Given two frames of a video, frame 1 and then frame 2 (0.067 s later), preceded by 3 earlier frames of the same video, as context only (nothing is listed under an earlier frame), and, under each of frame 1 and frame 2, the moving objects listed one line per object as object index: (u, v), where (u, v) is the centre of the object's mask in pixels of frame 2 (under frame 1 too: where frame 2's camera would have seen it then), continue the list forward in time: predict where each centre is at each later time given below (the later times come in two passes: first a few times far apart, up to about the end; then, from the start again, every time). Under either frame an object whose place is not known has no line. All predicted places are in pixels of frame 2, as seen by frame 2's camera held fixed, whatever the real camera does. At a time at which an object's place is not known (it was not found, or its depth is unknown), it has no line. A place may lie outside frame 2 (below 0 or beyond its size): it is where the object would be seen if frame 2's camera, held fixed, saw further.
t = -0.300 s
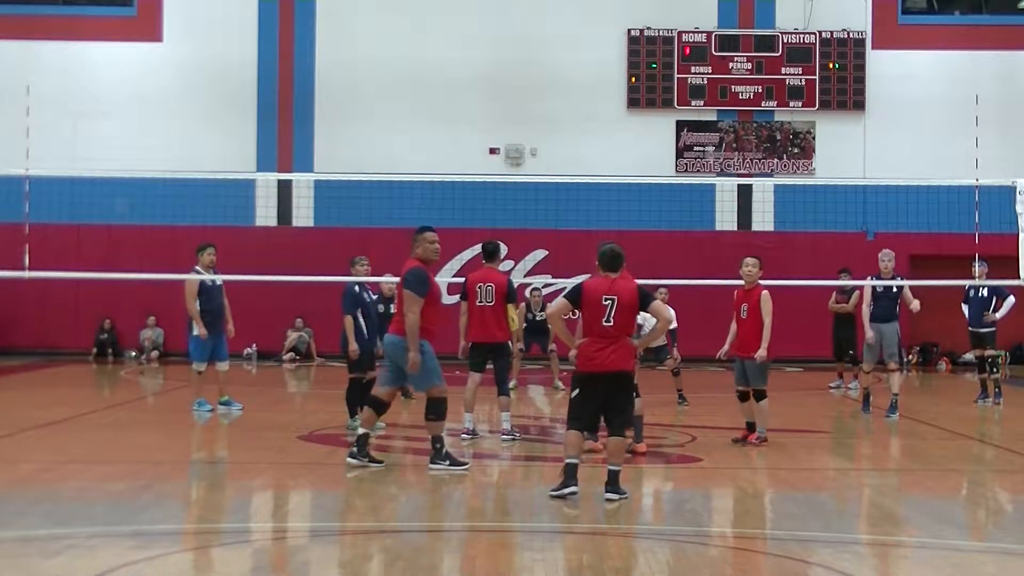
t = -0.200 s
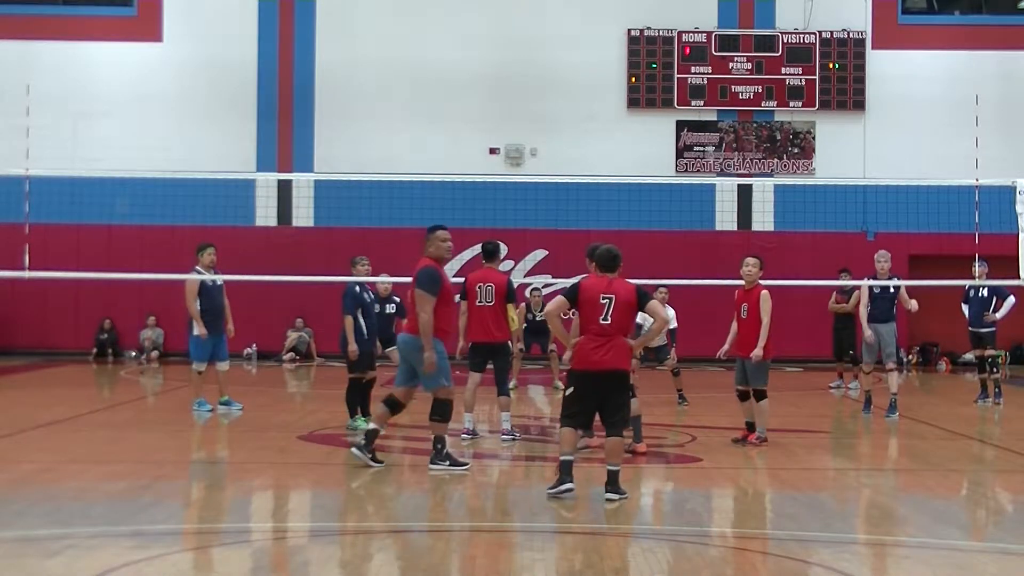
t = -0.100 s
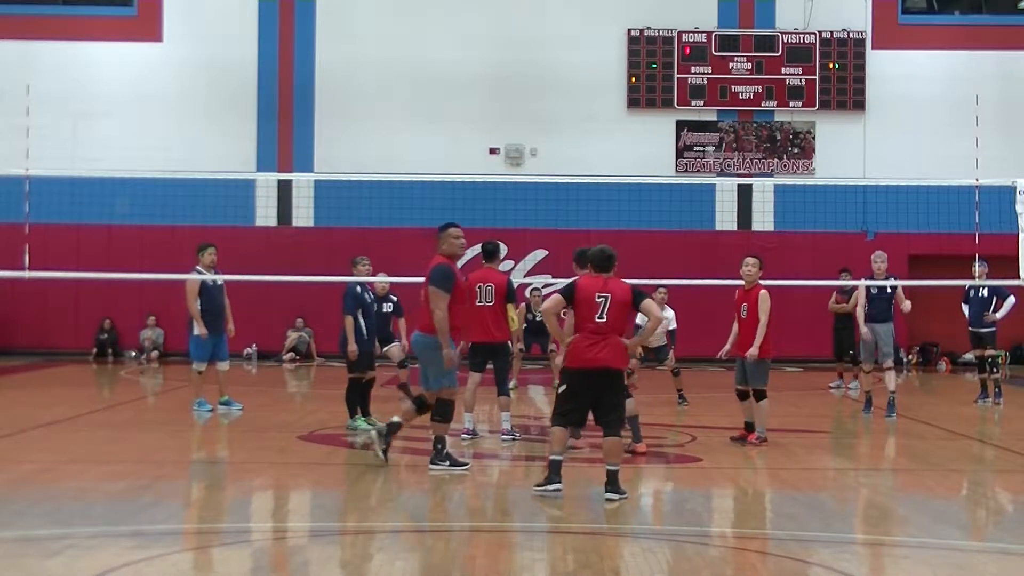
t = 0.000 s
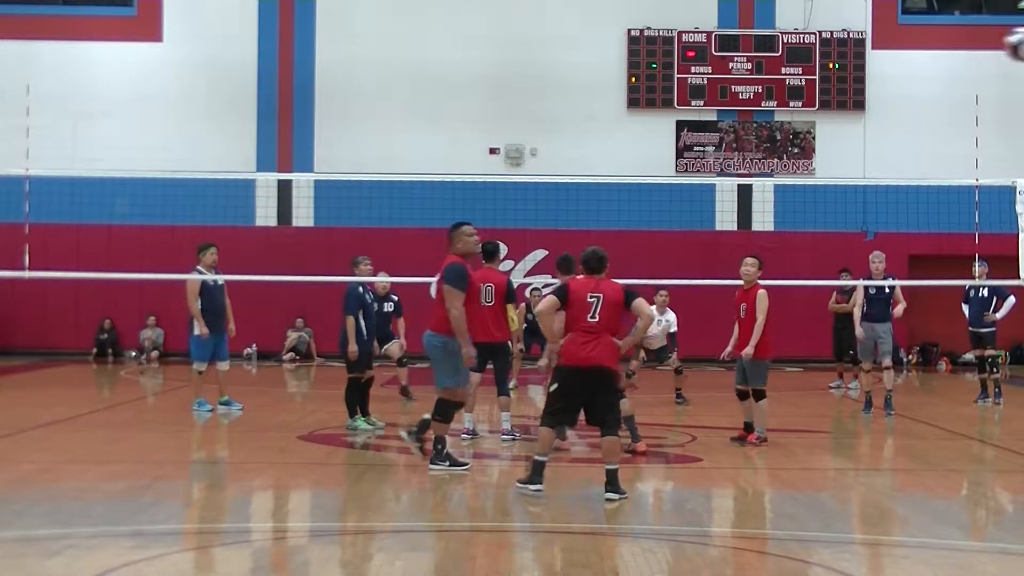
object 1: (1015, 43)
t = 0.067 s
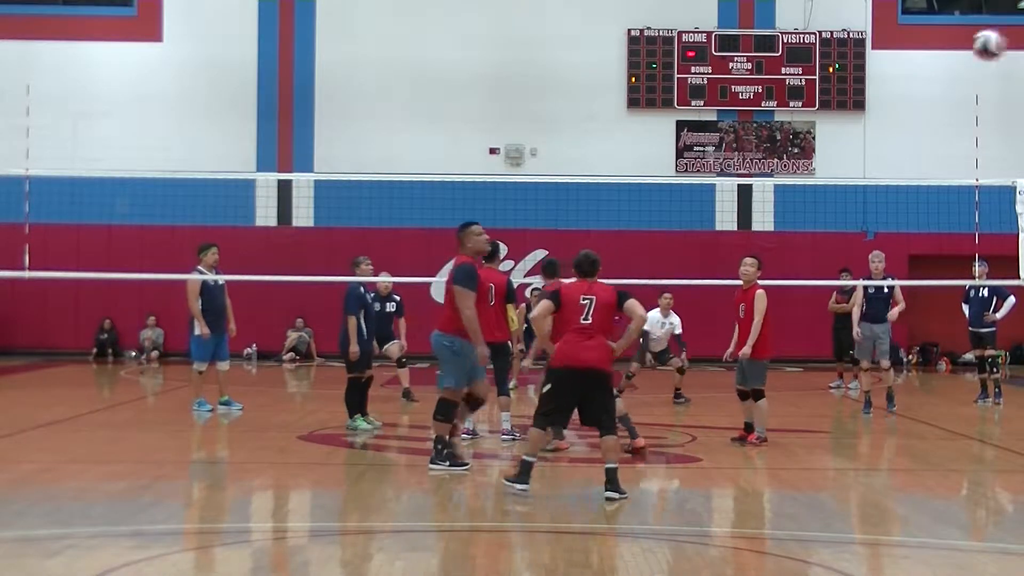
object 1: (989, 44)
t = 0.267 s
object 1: (916, 72)
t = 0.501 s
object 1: (859, 147)
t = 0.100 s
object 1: (975, 46)
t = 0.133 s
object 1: (961, 49)
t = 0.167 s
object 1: (949, 53)
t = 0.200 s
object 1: (937, 58)
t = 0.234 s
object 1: (927, 66)
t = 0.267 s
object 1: (916, 72)
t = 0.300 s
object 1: (907, 81)
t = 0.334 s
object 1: (898, 90)
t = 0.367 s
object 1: (890, 100)
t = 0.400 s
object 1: (885, 111)
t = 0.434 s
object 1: (874, 121)
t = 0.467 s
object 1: (866, 134)
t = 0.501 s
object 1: (859, 147)
